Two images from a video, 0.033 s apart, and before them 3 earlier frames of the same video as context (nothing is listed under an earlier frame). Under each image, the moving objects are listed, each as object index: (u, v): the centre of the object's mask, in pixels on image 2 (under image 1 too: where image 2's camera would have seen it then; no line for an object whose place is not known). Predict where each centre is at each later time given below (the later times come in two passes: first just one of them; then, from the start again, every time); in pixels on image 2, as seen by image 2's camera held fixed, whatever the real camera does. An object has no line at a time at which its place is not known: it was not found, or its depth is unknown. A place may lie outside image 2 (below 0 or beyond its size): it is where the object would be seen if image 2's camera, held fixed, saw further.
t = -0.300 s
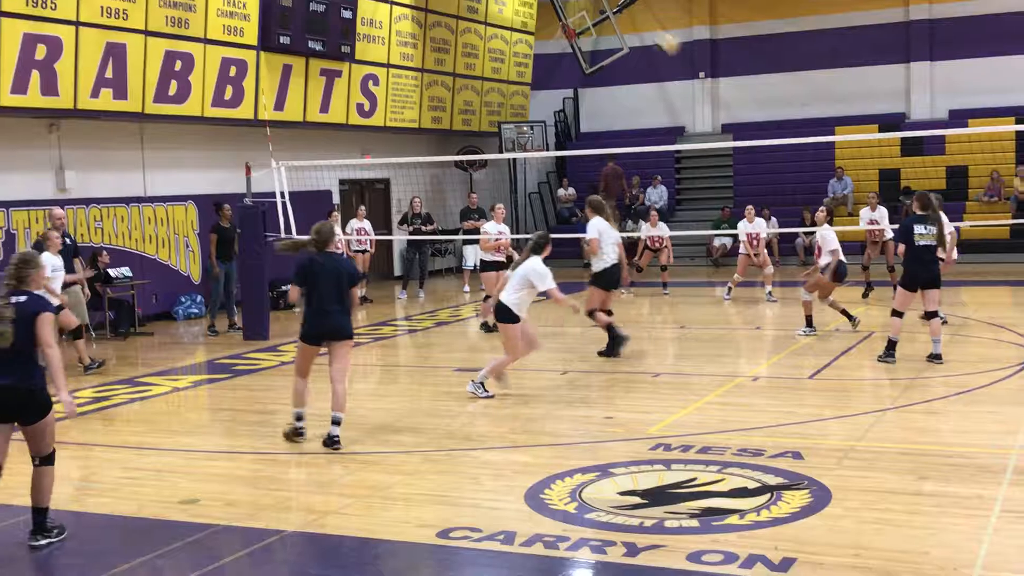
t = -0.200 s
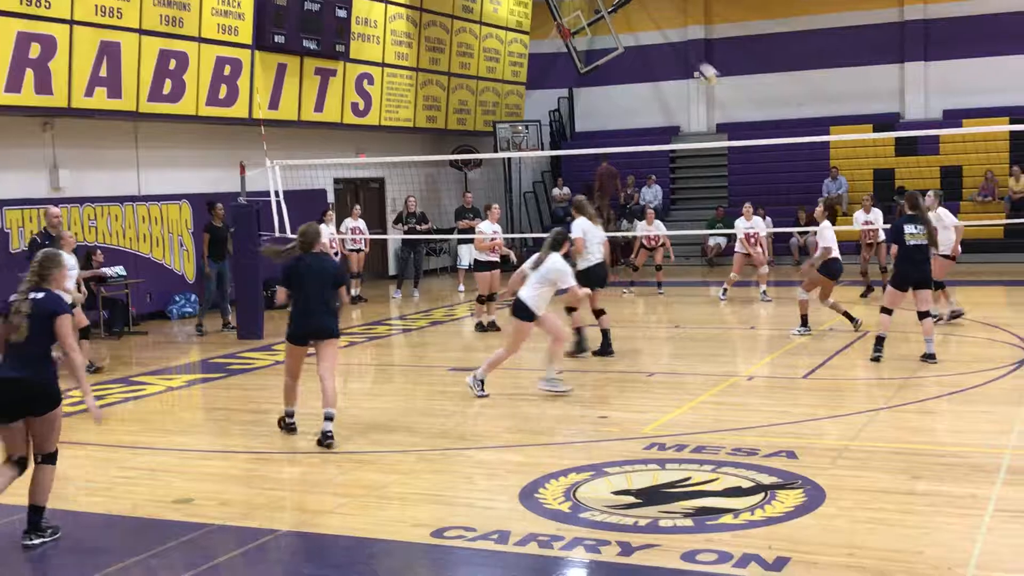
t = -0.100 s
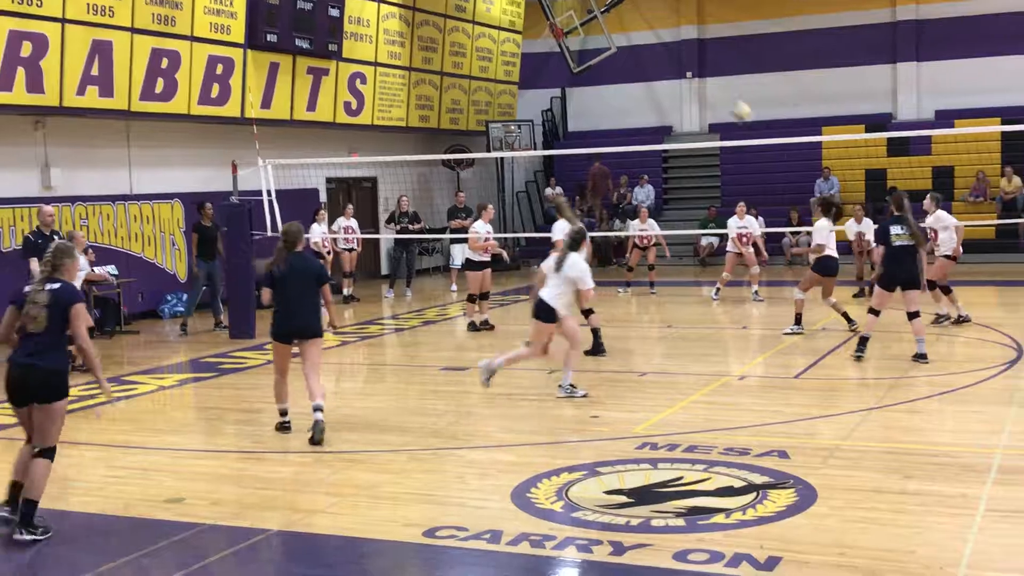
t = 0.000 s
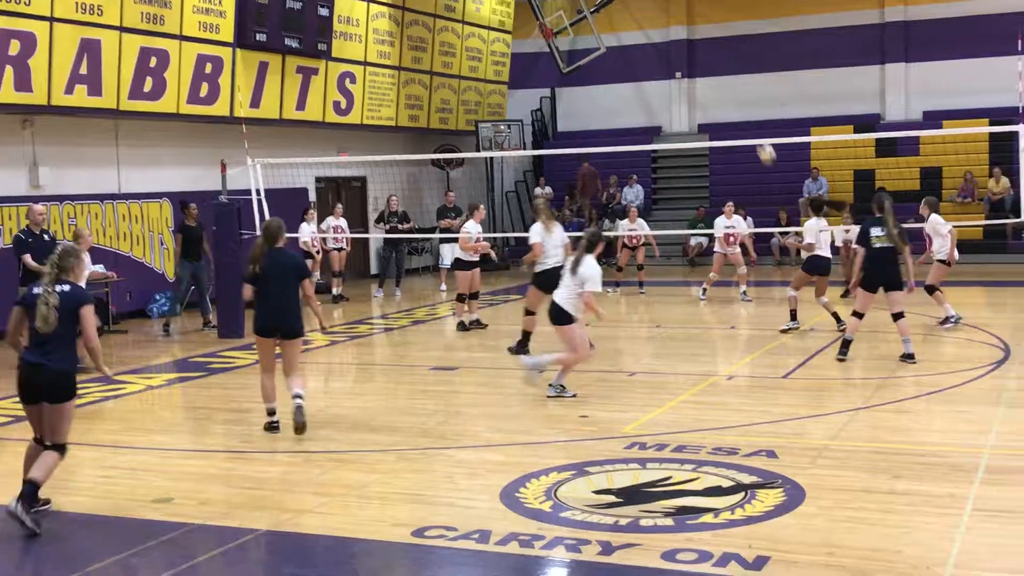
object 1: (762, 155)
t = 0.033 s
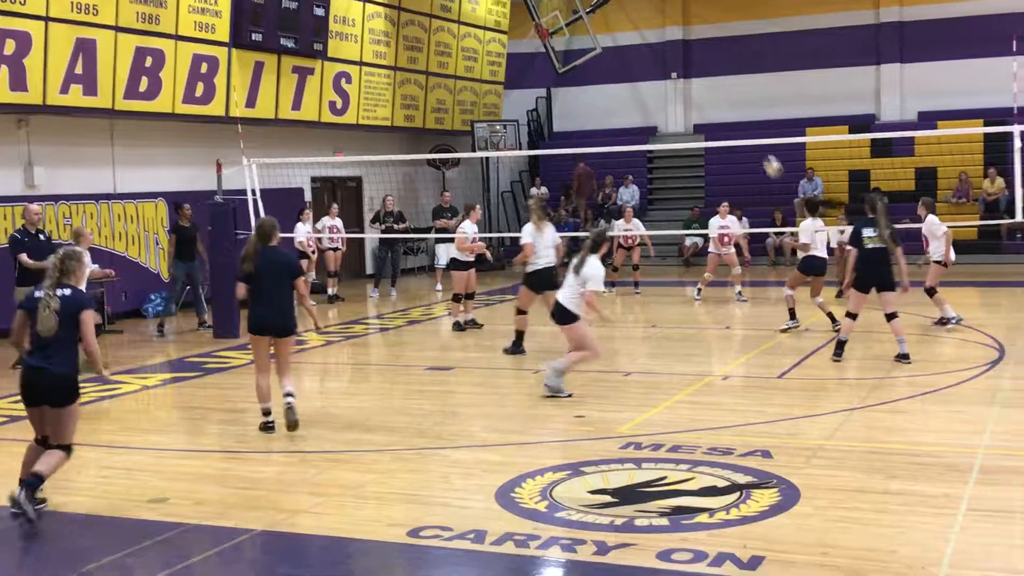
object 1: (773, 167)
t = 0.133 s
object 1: (799, 208)
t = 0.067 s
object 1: (783, 182)
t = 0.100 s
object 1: (793, 196)
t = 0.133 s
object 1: (799, 208)
